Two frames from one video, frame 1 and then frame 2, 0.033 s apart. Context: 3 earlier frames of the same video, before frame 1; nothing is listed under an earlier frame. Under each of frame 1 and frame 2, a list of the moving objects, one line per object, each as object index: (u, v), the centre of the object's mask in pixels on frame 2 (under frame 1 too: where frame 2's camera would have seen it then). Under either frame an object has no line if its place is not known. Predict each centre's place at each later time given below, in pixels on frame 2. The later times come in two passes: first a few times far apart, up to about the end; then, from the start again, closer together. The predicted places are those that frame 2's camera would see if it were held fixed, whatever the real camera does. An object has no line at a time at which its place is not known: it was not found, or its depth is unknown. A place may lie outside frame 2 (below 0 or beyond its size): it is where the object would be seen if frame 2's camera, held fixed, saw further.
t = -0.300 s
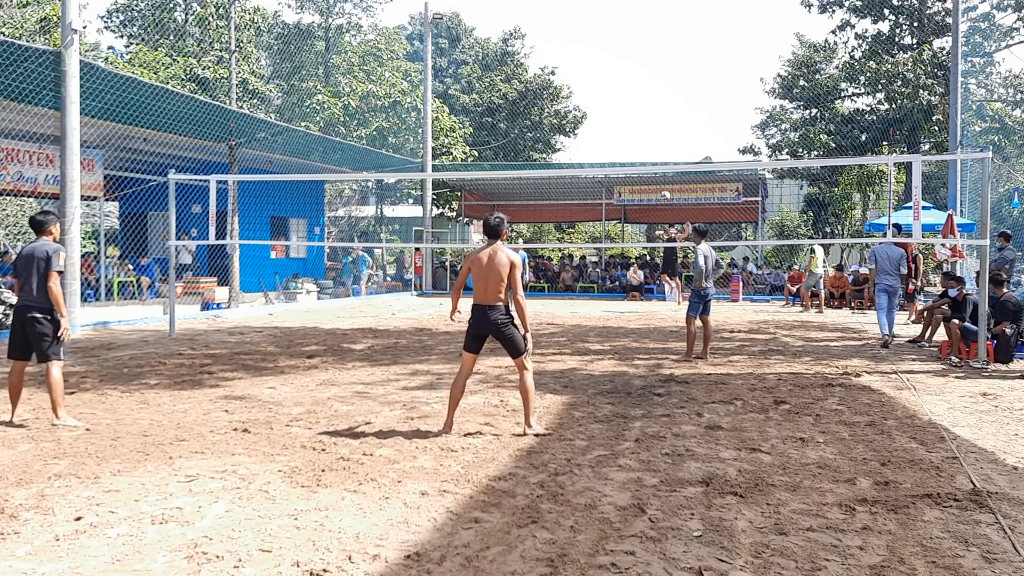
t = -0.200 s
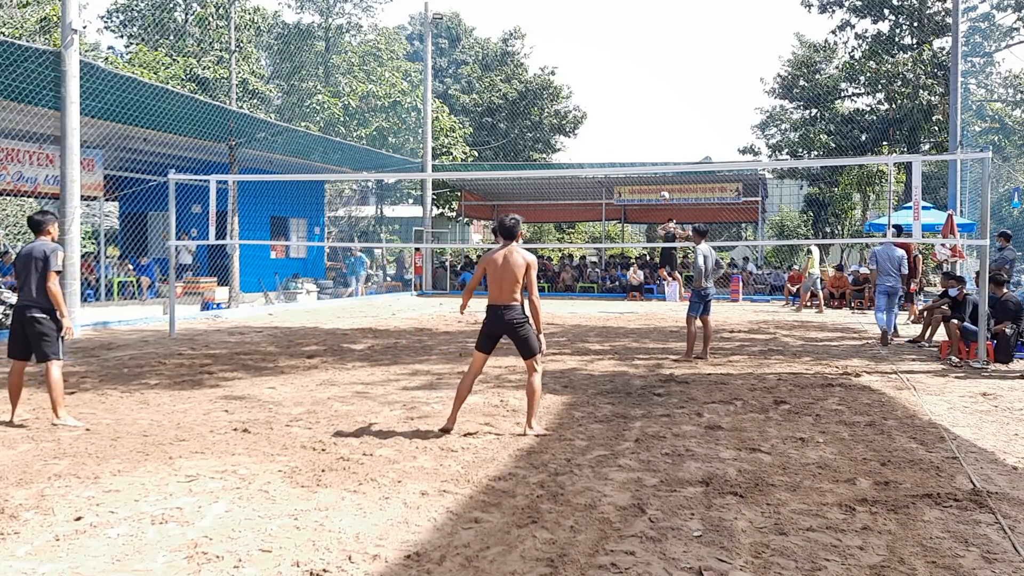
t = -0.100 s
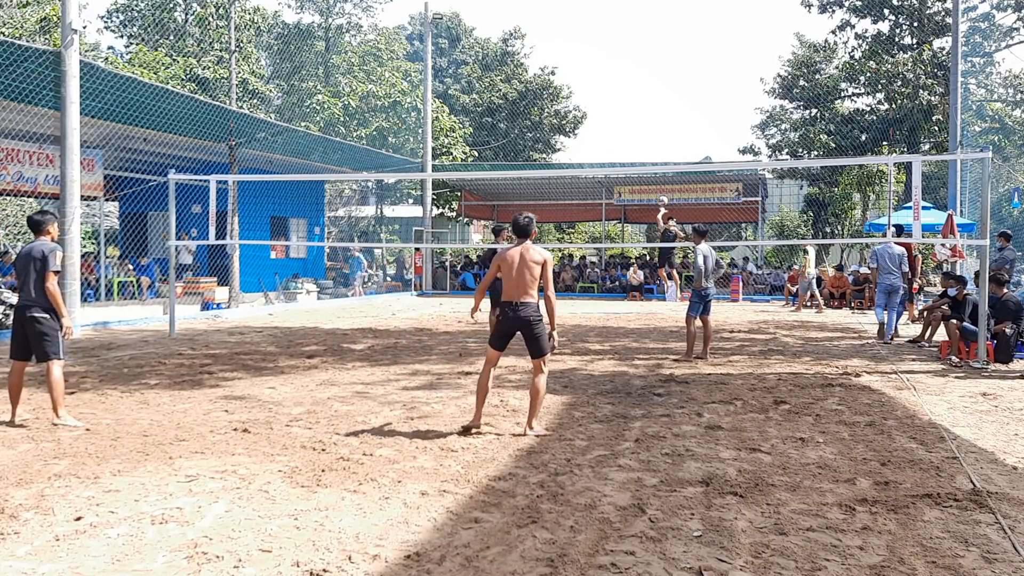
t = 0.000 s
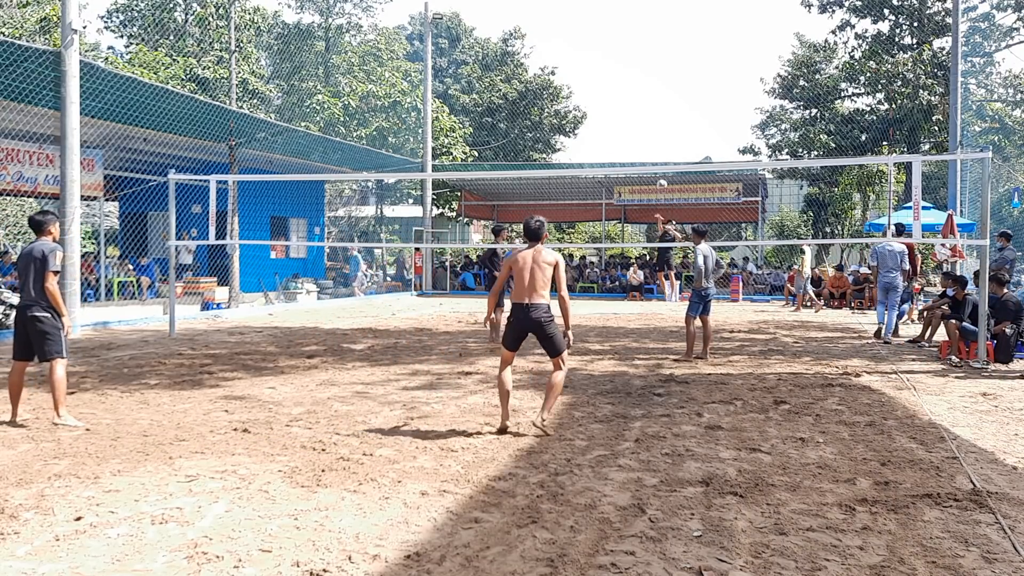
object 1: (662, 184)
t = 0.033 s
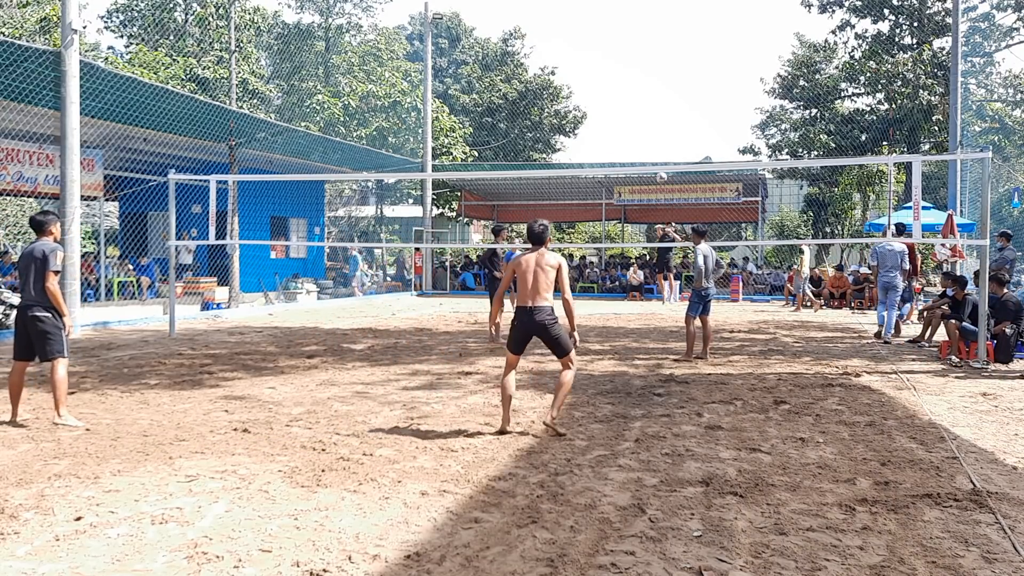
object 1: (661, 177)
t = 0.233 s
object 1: (659, 137)
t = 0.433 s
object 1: (657, 109)
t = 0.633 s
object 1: (655, 107)
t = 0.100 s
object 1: (660, 163)
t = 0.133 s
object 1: (660, 156)
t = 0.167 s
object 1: (660, 149)
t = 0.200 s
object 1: (660, 143)
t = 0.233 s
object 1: (659, 137)
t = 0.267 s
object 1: (659, 131)
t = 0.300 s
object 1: (659, 125)
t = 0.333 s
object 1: (658, 120)
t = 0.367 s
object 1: (658, 116)
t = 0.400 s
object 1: (657, 112)
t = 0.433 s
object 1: (657, 109)
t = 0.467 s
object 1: (656, 107)
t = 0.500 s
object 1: (656, 105)
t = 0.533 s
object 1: (656, 104)
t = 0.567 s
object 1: (655, 104)
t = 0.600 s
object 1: (655, 106)
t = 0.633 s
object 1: (655, 107)
